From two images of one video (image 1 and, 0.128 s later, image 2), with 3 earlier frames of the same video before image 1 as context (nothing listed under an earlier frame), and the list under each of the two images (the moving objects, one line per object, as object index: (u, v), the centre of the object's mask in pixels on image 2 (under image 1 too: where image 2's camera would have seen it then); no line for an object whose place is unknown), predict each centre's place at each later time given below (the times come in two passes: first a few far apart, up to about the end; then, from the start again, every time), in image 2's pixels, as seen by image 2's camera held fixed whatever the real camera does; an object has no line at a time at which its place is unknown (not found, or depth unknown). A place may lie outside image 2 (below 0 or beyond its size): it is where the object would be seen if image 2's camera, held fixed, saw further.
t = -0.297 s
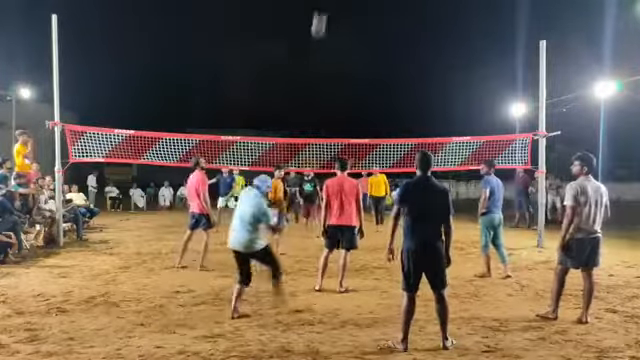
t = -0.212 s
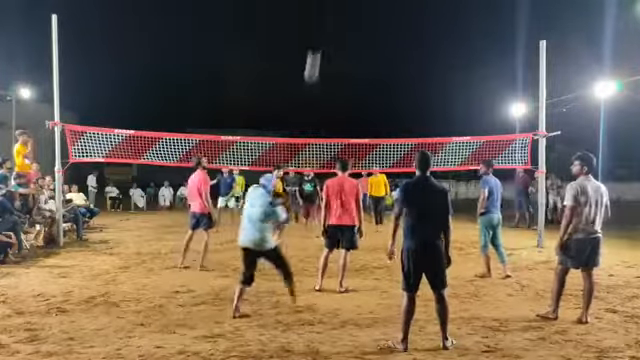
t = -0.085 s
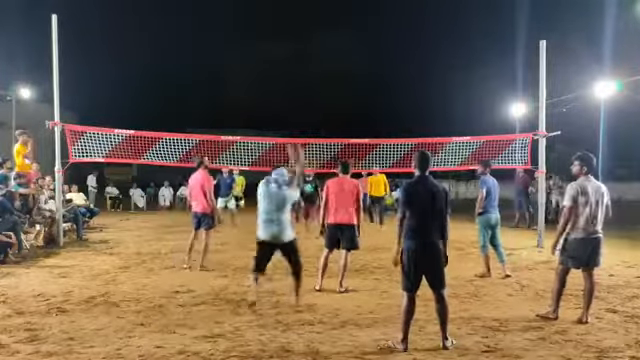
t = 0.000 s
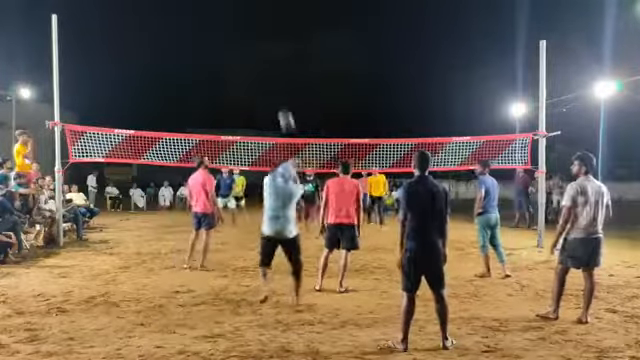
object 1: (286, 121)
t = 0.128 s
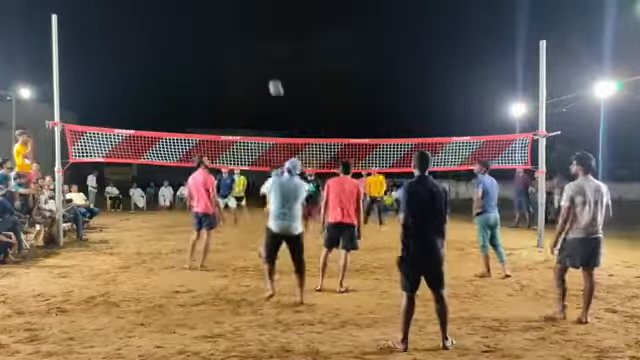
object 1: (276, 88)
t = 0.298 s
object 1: (265, 70)
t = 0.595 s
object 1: (251, 76)
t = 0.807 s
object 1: (244, 106)
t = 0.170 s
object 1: (272, 81)
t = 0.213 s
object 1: (269, 75)
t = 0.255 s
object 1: (267, 72)
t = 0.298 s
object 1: (265, 70)
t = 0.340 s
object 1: (262, 68)
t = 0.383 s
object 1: (260, 68)
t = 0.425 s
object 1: (258, 68)
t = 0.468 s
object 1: (257, 69)
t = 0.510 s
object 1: (255, 71)
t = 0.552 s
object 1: (253, 73)
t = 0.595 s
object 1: (251, 76)
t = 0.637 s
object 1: (248, 84)
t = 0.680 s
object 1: (247, 89)
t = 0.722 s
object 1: (245, 94)
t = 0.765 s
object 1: (245, 100)
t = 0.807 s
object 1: (244, 106)
